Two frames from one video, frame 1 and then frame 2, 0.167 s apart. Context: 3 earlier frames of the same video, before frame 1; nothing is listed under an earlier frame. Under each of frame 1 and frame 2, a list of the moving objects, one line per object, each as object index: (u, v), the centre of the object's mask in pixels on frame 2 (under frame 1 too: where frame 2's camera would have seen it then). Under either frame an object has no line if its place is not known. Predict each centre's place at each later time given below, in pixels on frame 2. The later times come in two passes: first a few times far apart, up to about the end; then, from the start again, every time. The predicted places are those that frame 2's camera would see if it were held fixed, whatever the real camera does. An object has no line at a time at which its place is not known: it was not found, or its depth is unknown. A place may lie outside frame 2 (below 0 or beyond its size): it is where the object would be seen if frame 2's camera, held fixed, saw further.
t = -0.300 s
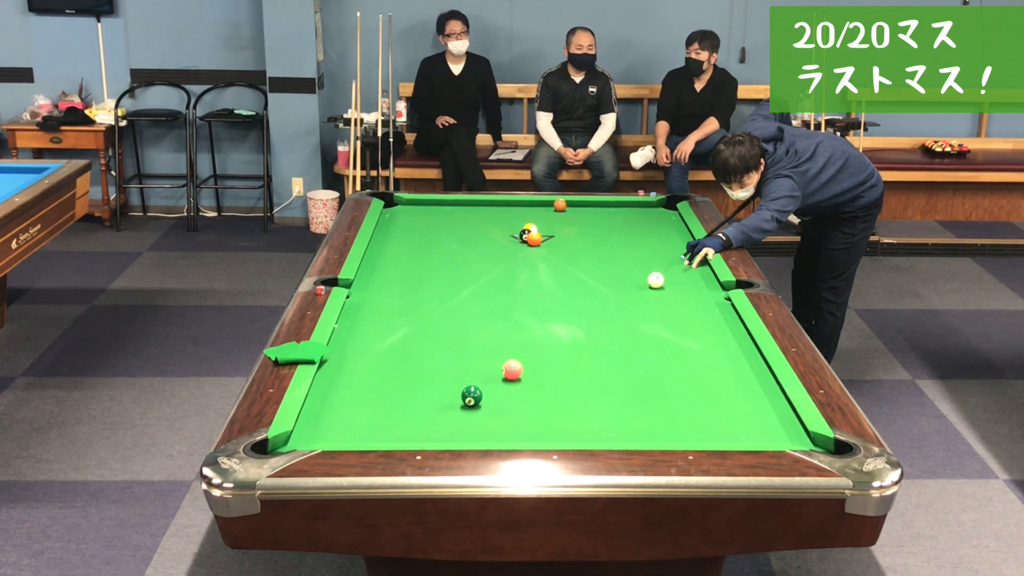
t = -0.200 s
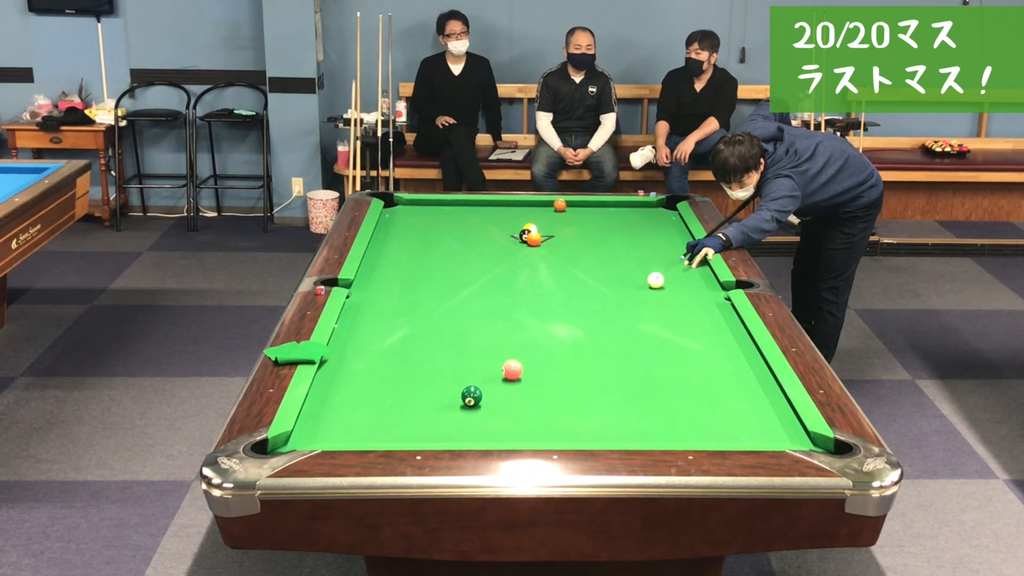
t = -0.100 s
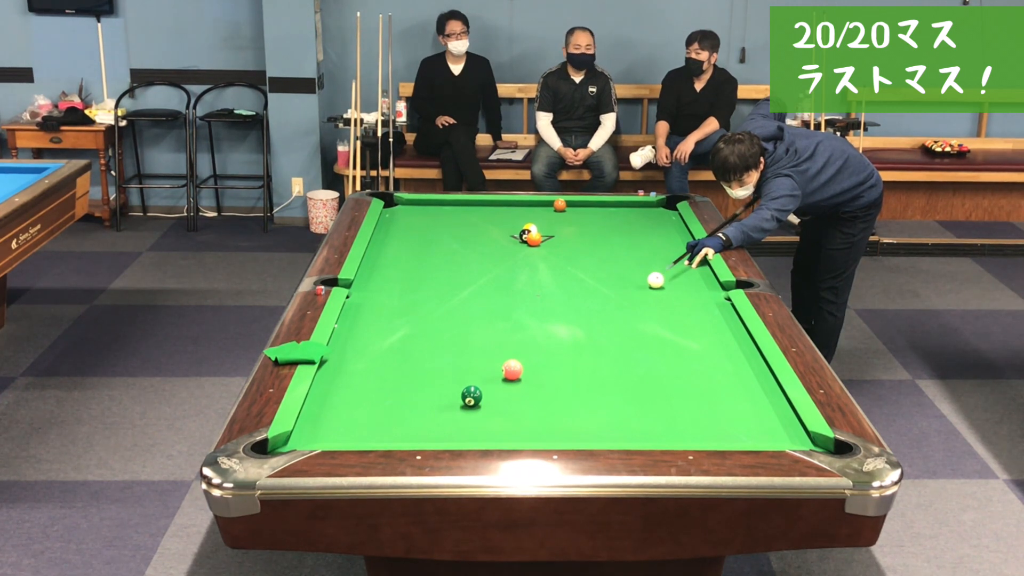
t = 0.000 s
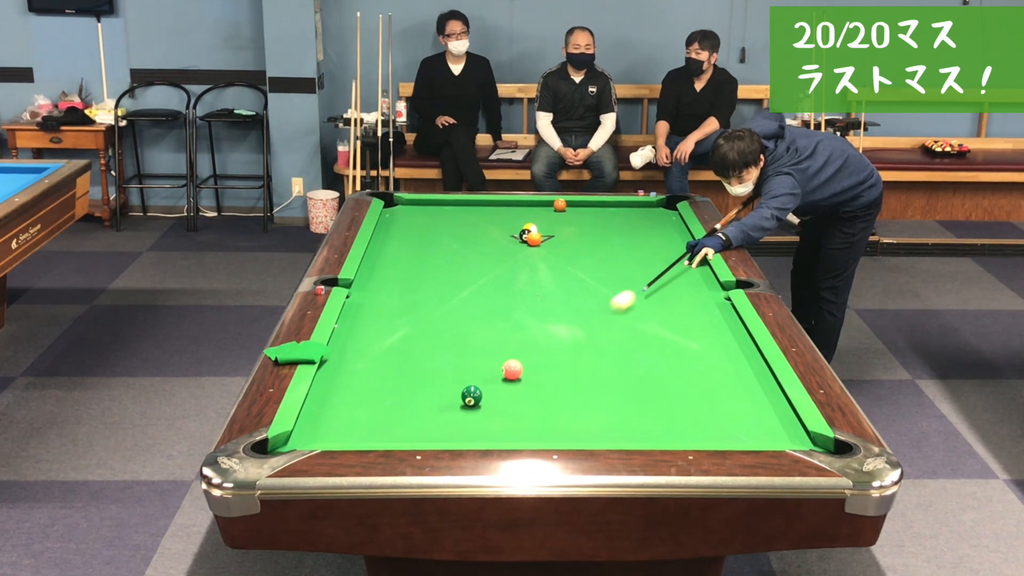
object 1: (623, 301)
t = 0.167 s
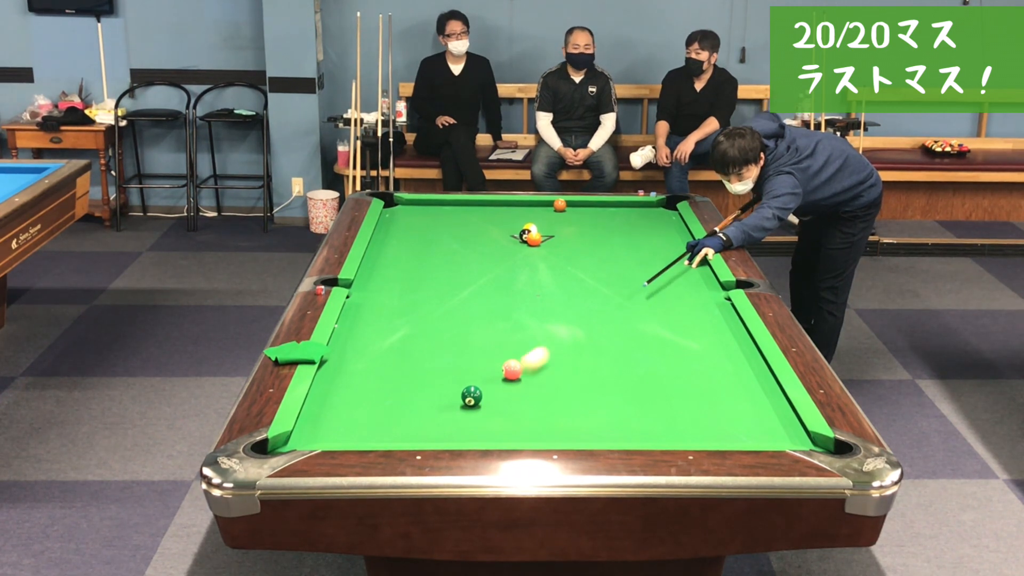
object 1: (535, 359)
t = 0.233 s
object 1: (541, 371)
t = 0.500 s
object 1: (585, 418)
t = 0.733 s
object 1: (599, 423)
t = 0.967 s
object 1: (608, 396)
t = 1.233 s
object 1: (617, 371)
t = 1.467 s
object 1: (625, 351)
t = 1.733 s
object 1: (633, 331)
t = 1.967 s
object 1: (639, 315)
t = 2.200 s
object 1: (645, 301)
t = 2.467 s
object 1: (651, 287)
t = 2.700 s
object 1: (656, 275)
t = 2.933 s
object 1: (660, 265)
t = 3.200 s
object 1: (664, 254)
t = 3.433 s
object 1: (668, 246)
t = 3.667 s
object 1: (671, 238)
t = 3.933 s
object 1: (675, 230)
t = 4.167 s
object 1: (677, 223)
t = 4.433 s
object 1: (672, 217)
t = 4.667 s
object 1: (666, 212)
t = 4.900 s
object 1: (660, 207)
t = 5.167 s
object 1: (656, 204)
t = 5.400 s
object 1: (658, 206)
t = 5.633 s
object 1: (660, 207)
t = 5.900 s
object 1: (661, 208)
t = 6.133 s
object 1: (663, 210)
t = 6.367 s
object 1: (664, 210)
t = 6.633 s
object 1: (665, 211)
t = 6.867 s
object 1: (666, 211)
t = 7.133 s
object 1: (666, 211)
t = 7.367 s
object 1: (666, 211)
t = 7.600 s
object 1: (666, 211)
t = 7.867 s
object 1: (666, 211)
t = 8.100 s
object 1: (666, 211)
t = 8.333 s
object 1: (666, 211)
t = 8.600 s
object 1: (666, 211)
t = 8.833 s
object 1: (666, 211)
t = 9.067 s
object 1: (666, 211)
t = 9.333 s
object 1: (666, 211)
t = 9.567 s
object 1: (666, 211)
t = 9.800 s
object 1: (666, 211)
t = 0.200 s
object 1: (532, 367)
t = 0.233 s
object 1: (541, 371)
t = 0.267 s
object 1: (549, 376)
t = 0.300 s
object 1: (556, 381)
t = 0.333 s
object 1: (562, 386)
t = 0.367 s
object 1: (568, 391)
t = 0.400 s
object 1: (574, 397)
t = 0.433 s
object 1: (578, 404)
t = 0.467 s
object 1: (582, 411)
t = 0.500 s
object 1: (585, 418)
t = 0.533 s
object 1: (588, 425)
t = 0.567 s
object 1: (590, 432)
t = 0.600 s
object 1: (593, 437)
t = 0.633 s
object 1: (595, 434)
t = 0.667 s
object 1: (596, 431)
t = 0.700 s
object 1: (597, 427)
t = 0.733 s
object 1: (599, 423)
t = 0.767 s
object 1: (600, 419)
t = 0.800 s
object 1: (602, 415)
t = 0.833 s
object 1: (603, 411)
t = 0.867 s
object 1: (604, 407)
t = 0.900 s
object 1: (606, 404)
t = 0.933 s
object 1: (607, 400)
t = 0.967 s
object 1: (608, 396)
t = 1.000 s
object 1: (609, 393)
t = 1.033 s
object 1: (611, 390)
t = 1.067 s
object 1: (612, 386)
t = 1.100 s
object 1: (613, 383)
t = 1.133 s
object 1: (614, 380)
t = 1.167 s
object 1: (615, 377)
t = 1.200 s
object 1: (616, 374)
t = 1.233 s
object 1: (617, 371)
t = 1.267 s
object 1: (619, 368)
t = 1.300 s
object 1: (620, 365)
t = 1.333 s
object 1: (621, 362)
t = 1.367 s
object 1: (622, 359)
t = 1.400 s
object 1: (623, 356)
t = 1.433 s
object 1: (624, 354)
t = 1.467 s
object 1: (625, 351)
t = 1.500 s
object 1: (626, 348)
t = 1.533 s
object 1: (627, 346)
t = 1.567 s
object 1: (628, 343)
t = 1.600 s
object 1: (629, 341)
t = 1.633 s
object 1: (630, 338)
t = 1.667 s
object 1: (631, 336)
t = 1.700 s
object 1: (632, 333)
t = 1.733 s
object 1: (633, 331)
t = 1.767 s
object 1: (634, 328)
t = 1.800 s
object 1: (635, 326)
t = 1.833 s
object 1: (636, 324)
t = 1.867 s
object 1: (636, 322)
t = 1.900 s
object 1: (637, 320)
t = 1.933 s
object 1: (638, 317)
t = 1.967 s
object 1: (639, 315)
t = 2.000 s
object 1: (640, 313)
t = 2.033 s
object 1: (641, 311)
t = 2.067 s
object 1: (641, 309)
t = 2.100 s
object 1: (642, 307)
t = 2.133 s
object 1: (643, 305)
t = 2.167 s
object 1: (644, 303)
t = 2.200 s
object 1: (645, 301)
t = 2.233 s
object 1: (646, 299)
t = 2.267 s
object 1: (646, 298)
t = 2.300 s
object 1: (647, 296)
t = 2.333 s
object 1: (648, 294)
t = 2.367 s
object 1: (649, 292)
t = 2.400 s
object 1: (650, 290)
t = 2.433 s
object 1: (650, 289)
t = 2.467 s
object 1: (651, 287)
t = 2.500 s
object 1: (652, 285)
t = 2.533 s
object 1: (652, 283)
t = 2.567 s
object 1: (653, 282)
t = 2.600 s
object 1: (654, 280)
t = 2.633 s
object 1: (654, 278)
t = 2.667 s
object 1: (655, 277)
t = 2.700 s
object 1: (656, 275)
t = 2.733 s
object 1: (656, 274)
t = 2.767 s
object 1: (657, 272)
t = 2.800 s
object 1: (658, 271)
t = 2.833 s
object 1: (658, 269)
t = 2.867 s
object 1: (659, 268)
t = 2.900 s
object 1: (659, 266)
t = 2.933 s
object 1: (660, 265)
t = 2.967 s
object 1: (660, 264)
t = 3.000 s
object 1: (661, 262)
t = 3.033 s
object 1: (662, 261)
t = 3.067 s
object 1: (662, 259)
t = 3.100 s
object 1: (663, 258)
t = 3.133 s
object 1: (663, 257)
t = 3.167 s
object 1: (664, 255)
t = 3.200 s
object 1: (664, 254)
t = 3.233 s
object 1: (665, 253)
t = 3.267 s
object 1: (665, 252)
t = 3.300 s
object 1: (666, 250)
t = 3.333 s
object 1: (666, 249)
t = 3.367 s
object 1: (667, 248)
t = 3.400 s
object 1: (667, 247)
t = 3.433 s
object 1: (668, 246)
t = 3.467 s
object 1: (668, 244)
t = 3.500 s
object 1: (669, 243)
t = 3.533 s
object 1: (669, 242)
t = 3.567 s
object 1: (670, 241)
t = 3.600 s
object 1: (670, 240)
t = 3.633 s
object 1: (671, 239)
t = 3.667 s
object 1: (671, 238)
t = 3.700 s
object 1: (672, 237)
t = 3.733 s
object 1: (672, 235)
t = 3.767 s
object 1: (672, 235)
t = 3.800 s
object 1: (673, 234)
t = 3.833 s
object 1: (673, 232)
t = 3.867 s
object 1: (674, 231)
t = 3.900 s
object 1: (674, 230)
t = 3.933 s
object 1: (675, 230)
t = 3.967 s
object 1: (675, 228)
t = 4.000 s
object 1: (675, 228)
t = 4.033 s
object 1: (676, 227)
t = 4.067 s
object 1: (676, 225)
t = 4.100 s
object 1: (677, 225)
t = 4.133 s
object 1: (677, 224)
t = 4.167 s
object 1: (677, 223)
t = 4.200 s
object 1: (677, 222)
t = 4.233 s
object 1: (677, 221)
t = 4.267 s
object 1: (676, 220)
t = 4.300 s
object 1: (675, 220)
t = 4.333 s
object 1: (674, 219)
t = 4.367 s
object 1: (674, 218)
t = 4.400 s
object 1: (673, 217)
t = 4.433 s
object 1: (672, 217)
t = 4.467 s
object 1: (671, 216)
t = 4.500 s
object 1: (670, 215)
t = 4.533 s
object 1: (669, 215)
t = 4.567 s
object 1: (668, 214)
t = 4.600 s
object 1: (667, 213)
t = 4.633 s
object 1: (667, 213)
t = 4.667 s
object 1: (666, 212)
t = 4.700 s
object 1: (665, 211)
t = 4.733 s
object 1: (664, 211)
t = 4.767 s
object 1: (663, 210)
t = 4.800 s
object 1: (662, 209)
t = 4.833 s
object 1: (662, 209)
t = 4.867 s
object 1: (661, 208)
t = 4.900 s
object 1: (660, 207)
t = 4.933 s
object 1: (660, 207)
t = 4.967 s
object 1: (659, 206)
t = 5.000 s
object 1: (658, 206)
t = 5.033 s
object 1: (657, 205)
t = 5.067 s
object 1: (657, 204)
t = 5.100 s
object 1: (656, 204)
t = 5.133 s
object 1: (656, 204)
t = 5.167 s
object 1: (656, 204)
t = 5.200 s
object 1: (656, 204)
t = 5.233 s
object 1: (657, 204)
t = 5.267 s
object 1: (657, 205)
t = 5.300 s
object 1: (657, 205)
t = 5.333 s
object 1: (657, 205)
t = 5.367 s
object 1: (658, 205)
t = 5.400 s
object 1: (658, 206)
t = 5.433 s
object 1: (658, 206)
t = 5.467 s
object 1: (659, 206)
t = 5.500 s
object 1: (659, 206)
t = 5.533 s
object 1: (659, 206)
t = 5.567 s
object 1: (659, 207)
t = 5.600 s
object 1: (660, 207)
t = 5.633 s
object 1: (660, 207)
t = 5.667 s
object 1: (660, 207)
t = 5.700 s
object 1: (660, 207)
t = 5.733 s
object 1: (661, 208)
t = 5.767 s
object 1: (661, 208)
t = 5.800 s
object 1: (661, 208)
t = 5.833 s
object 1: (661, 208)
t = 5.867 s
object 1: (661, 208)
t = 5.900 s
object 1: (661, 208)
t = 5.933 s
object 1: (662, 209)
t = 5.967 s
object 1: (662, 209)
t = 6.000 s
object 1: (662, 209)
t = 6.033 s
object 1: (662, 209)
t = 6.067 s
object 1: (662, 209)
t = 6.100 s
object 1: (662, 209)
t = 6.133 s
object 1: (663, 210)
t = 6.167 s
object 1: (663, 210)
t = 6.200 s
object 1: (663, 210)
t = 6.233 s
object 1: (663, 210)
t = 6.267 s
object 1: (663, 210)
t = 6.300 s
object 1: (663, 210)
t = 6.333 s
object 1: (663, 210)
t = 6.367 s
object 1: (664, 210)
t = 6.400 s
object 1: (664, 210)
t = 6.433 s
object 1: (664, 211)
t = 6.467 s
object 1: (664, 211)
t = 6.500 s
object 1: (664, 211)
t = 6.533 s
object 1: (664, 211)
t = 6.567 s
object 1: (665, 211)
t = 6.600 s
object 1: (665, 211)
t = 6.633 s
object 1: (665, 211)
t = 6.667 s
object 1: (665, 211)
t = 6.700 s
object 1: (665, 211)
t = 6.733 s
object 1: (665, 211)
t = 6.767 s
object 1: (665, 211)
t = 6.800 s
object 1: (665, 211)
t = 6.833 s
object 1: (665, 211)
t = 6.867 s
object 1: (666, 211)
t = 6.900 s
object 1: (666, 211)
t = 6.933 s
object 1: (666, 211)
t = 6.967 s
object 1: (666, 211)
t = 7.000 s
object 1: (666, 211)
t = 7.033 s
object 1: (666, 211)
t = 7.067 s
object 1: (666, 211)
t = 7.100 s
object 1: (666, 211)
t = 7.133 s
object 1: (666, 211)
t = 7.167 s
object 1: (666, 211)
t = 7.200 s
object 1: (666, 211)
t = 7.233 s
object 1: (666, 211)
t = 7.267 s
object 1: (666, 211)
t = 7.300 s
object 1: (666, 211)
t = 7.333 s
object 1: (666, 211)
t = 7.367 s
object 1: (666, 211)
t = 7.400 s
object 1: (666, 211)
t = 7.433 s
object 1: (666, 211)
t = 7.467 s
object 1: (666, 211)
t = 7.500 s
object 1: (666, 211)
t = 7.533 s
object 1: (666, 211)
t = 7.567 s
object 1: (666, 211)
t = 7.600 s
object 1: (666, 211)
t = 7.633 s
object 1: (666, 211)
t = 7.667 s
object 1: (666, 211)
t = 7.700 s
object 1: (666, 211)
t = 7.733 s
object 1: (666, 211)
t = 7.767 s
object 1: (666, 211)
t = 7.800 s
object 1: (666, 211)
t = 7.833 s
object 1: (666, 211)
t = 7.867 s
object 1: (666, 211)
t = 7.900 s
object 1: (666, 211)
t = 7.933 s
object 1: (666, 211)
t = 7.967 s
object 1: (666, 211)
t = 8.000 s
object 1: (666, 211)
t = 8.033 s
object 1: (666, 211)
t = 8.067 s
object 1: (666, 211)
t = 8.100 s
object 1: (666, 211)
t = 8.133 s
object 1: (666, 211)
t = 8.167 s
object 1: (666, 211)
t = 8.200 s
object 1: (666, 211)
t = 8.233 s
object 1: (666, 211)
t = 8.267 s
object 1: (666, 211)
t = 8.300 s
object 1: (666, 211)
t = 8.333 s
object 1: (666, 211)
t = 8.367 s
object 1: (666, 211)
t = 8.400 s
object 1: (666, 211)
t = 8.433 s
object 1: (666, 211)
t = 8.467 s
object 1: (666, 211)
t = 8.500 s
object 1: (666, 211)
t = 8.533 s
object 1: (666, 211)
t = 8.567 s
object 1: (666, 211)
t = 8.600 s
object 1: (666, 211)
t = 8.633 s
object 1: (666, 211)
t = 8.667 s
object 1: (666, 211)
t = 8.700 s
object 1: (666, 211)
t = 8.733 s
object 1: (666, 211)
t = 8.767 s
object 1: (666, 211)
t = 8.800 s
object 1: (666, 211)
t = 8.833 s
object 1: (666, 211)
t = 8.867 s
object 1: (666, 211)
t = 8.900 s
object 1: (666, 211)
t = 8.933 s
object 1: (666, 211)
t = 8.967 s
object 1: (666, 211)
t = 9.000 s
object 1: (666, 211)
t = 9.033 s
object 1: (666, 211)
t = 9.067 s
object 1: (666, 211)
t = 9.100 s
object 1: (666, 211)
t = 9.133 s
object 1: (666, 211)
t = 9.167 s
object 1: (666, 211)
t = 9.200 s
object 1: (666, 211)
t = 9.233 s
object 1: (666, 211)
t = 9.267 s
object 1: (666, 211)
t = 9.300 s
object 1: (666, 211)
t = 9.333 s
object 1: (666, 211)
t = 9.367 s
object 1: (666, 211)
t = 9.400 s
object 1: (666, 211)
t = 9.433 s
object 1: (666, 211)
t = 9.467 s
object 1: (666, 211)
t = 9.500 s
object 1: (666, 211)
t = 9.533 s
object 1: (666, 211)
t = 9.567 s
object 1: (666, 211)
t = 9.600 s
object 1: (666, 211)
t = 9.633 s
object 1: (666, 211)
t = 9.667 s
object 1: (666, 211)
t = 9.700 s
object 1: (666, 211)
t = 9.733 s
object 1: (666, 211)
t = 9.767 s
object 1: (666, 211)
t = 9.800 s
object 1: (666, 211)
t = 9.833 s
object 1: (666, 211)
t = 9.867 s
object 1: (666, 211)
